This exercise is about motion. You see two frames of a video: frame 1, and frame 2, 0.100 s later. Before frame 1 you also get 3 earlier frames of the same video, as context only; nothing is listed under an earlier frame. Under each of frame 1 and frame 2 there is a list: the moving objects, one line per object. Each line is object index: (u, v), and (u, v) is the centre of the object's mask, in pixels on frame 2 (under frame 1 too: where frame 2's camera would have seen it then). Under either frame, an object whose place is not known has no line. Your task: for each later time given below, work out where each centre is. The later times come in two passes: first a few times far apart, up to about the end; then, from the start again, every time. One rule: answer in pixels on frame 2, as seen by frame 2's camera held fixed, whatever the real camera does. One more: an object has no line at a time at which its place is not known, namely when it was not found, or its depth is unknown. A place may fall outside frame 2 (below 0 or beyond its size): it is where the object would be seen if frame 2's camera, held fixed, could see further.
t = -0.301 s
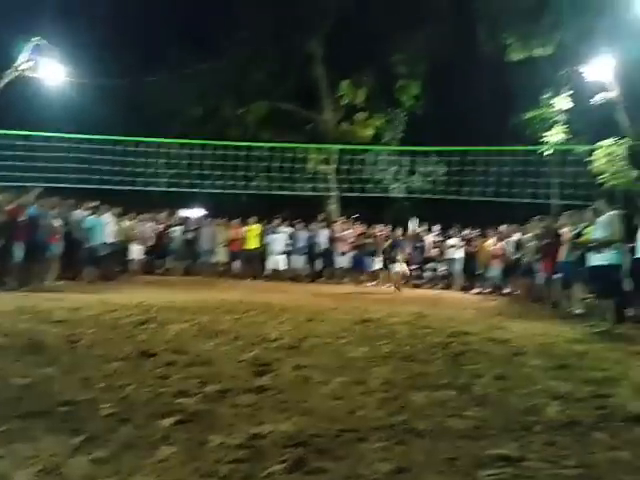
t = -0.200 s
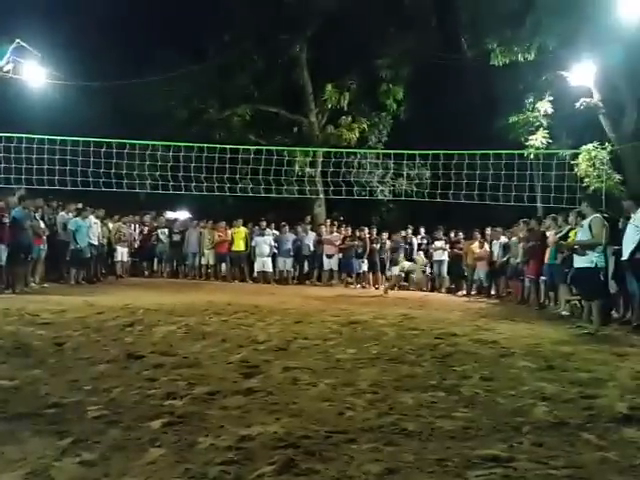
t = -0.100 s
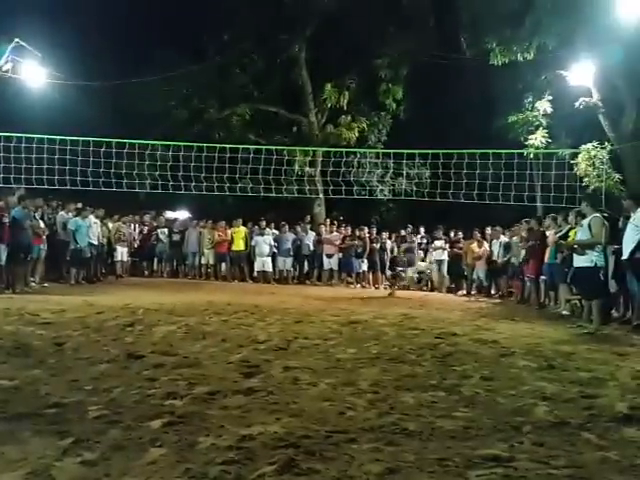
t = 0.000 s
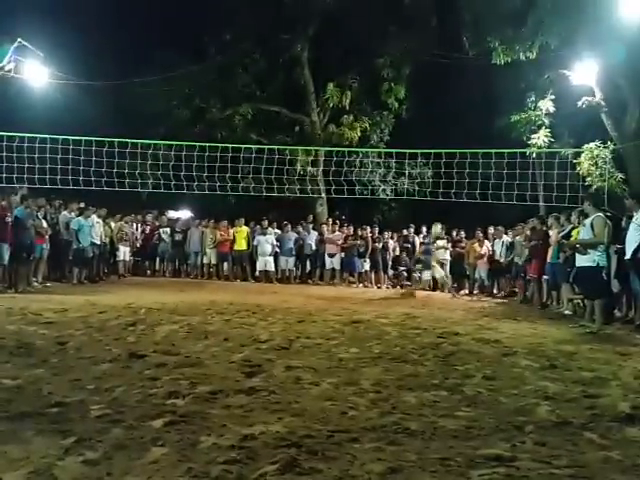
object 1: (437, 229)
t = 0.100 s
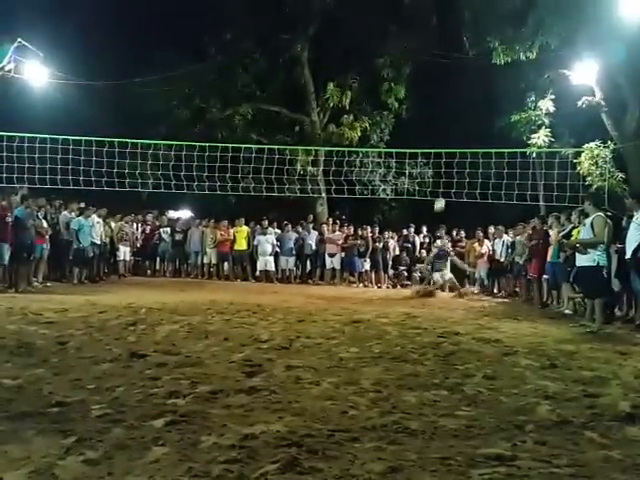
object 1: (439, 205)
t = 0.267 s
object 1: (444, 172)
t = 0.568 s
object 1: (452, 143)
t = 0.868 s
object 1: (460, 158)
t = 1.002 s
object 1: (462, 179)
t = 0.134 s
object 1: (440, 197)
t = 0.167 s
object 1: (441, 190)
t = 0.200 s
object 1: (442, 184)
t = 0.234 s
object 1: (443, 178)
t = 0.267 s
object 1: (444, 172)
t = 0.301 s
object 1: (445, 167)
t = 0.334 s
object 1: (446, 162)
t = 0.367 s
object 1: (447, 158)
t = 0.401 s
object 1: (447, 155)
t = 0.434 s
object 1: (449, 151)
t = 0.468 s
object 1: (450, 148)
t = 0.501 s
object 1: (451, 145)
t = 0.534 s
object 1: (451, 144)
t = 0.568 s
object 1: (452, 143)
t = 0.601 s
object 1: (453, 143)
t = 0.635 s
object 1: (455, 142)
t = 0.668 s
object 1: (455, 143)
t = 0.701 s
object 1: (456, 144)
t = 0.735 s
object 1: (457, 144)
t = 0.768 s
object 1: (458, 147)
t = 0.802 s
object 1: (458, 150)
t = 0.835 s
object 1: (459, 153)
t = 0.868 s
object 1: (460, 158)
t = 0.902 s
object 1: (460, 162)
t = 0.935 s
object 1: (460, 167)
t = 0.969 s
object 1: (462, 173)
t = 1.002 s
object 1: (462, 179)
